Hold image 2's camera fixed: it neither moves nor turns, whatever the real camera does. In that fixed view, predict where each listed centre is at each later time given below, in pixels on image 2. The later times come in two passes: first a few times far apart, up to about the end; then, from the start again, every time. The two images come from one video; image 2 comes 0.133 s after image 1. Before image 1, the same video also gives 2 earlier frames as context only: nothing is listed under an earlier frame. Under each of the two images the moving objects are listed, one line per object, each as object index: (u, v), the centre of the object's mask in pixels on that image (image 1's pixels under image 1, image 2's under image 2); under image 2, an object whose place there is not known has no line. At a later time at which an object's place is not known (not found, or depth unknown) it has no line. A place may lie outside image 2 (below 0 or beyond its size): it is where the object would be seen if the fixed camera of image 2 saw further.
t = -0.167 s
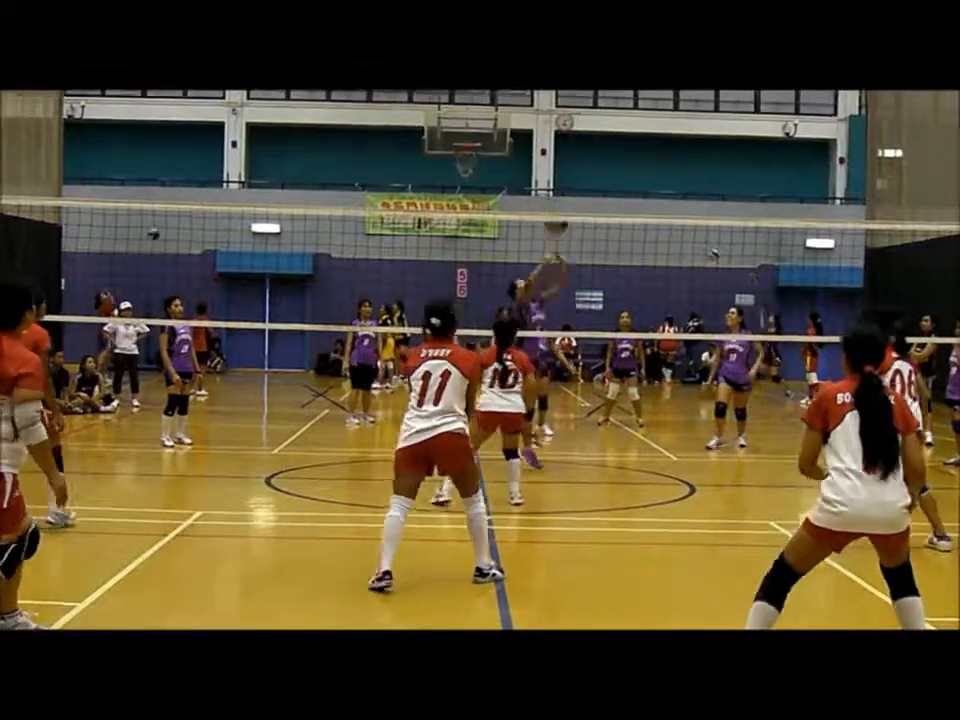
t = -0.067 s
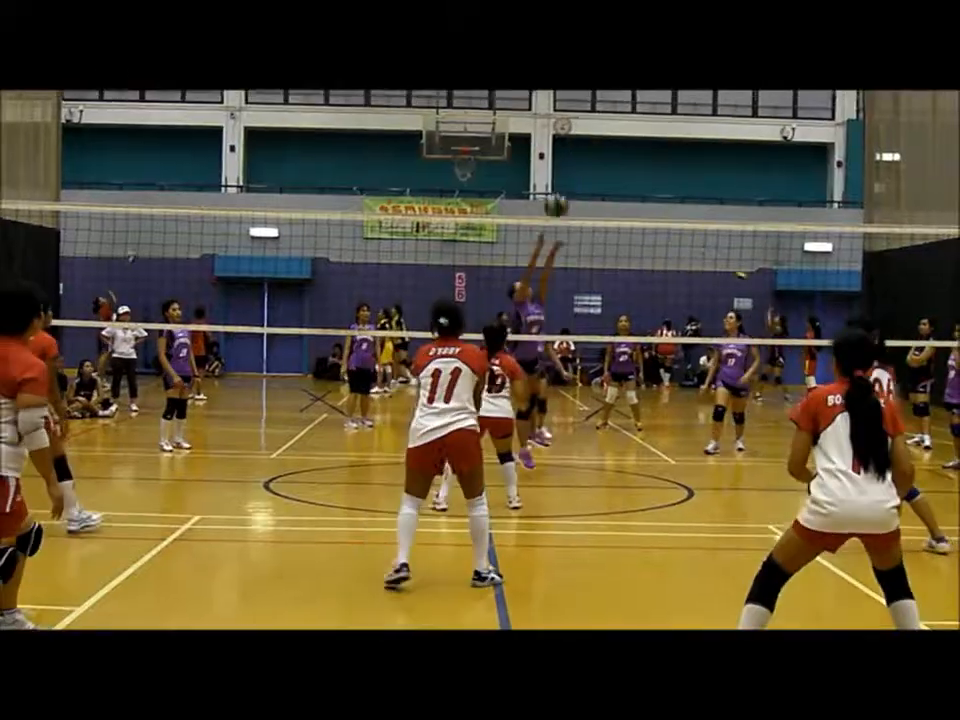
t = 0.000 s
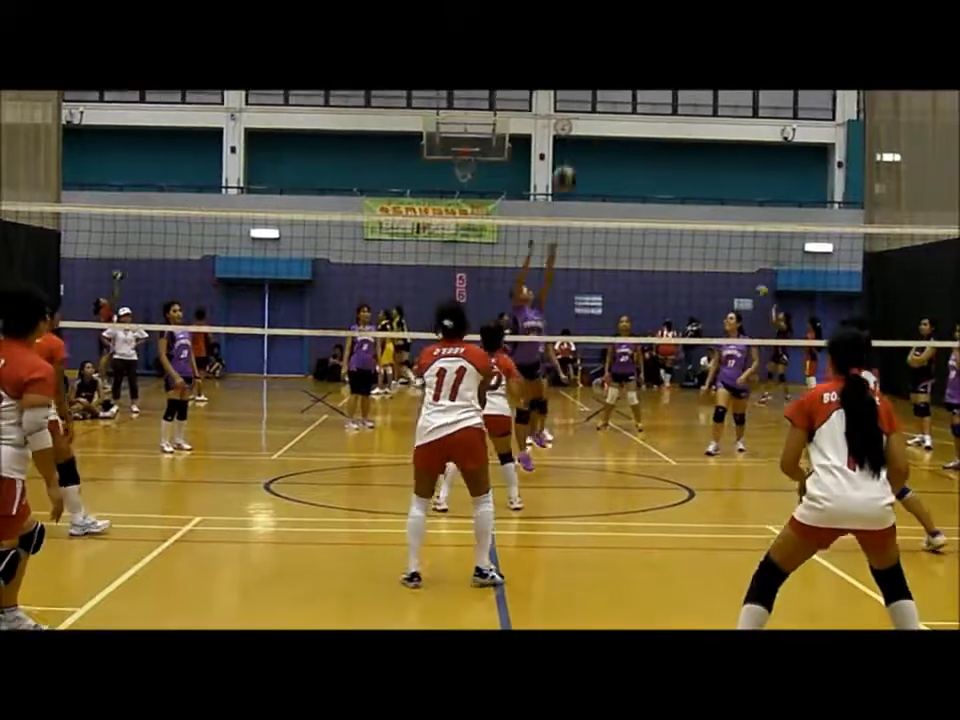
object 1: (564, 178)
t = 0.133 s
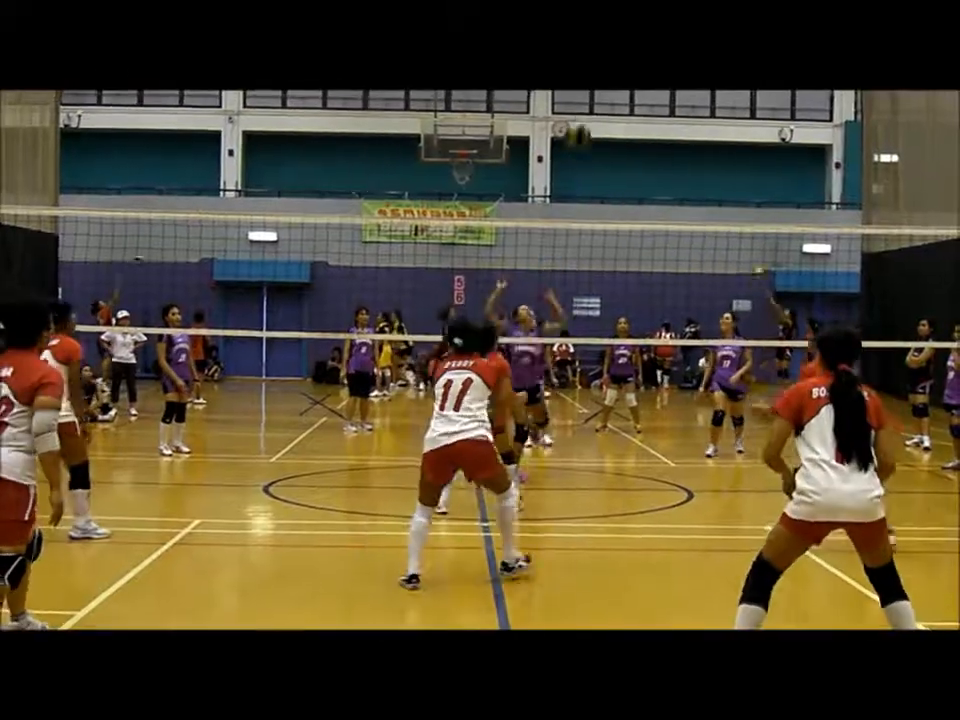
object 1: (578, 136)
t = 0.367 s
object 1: (602, 104)
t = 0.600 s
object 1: (630, 145)
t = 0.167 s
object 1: (581, 127)
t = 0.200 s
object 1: (584, 120)
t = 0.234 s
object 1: (588, 114)
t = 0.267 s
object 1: (590, 110)
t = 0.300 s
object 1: (596, 106)
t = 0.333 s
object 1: (599, 104)
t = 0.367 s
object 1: (602, 104)
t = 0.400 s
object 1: (605, 105)
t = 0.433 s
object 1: (611, 107)
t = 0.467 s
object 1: (615, 110)
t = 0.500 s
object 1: (619, 117)
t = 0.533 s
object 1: (623, 125)
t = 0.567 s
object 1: (626, 135)
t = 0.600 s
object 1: (630, 145)
